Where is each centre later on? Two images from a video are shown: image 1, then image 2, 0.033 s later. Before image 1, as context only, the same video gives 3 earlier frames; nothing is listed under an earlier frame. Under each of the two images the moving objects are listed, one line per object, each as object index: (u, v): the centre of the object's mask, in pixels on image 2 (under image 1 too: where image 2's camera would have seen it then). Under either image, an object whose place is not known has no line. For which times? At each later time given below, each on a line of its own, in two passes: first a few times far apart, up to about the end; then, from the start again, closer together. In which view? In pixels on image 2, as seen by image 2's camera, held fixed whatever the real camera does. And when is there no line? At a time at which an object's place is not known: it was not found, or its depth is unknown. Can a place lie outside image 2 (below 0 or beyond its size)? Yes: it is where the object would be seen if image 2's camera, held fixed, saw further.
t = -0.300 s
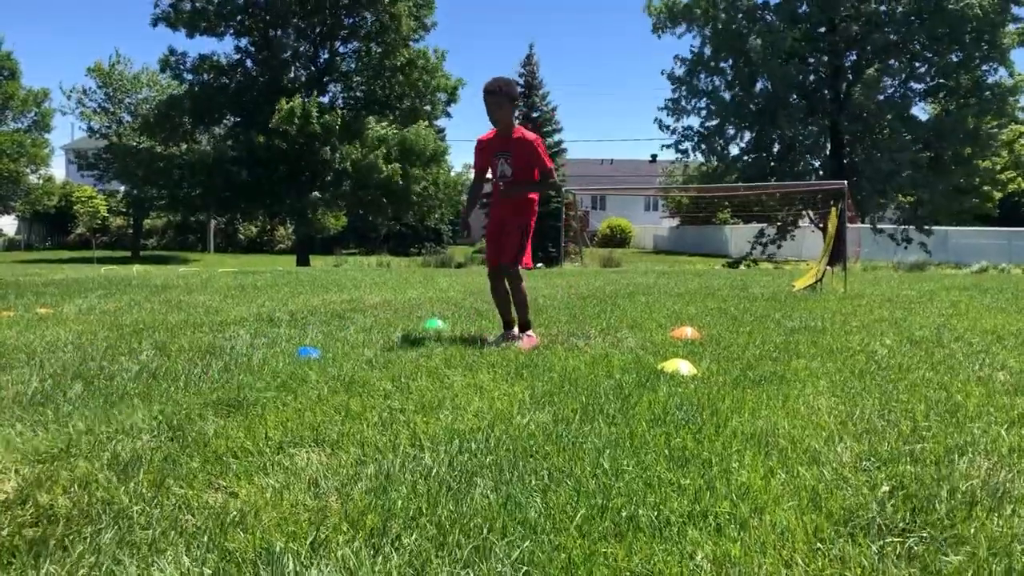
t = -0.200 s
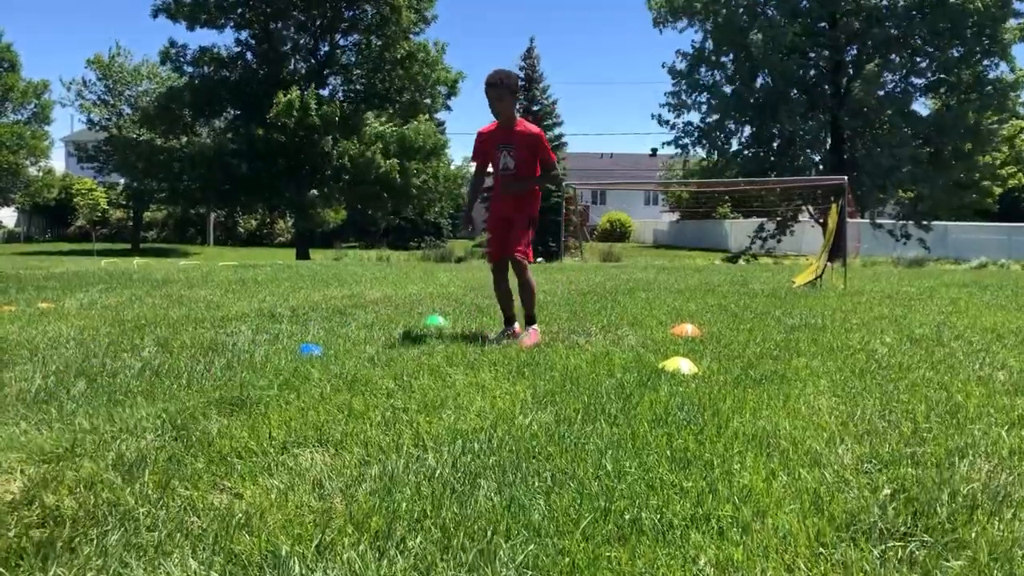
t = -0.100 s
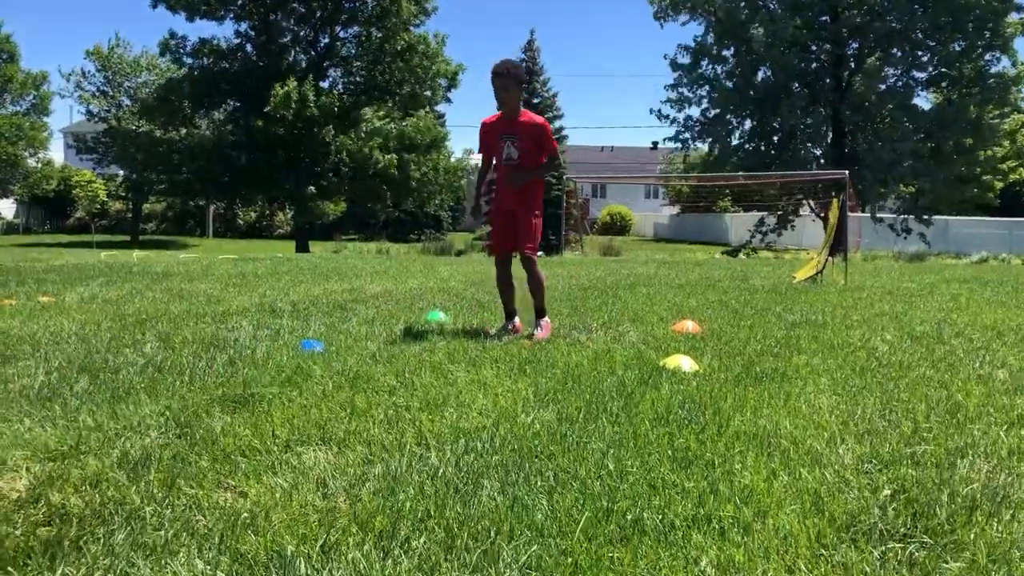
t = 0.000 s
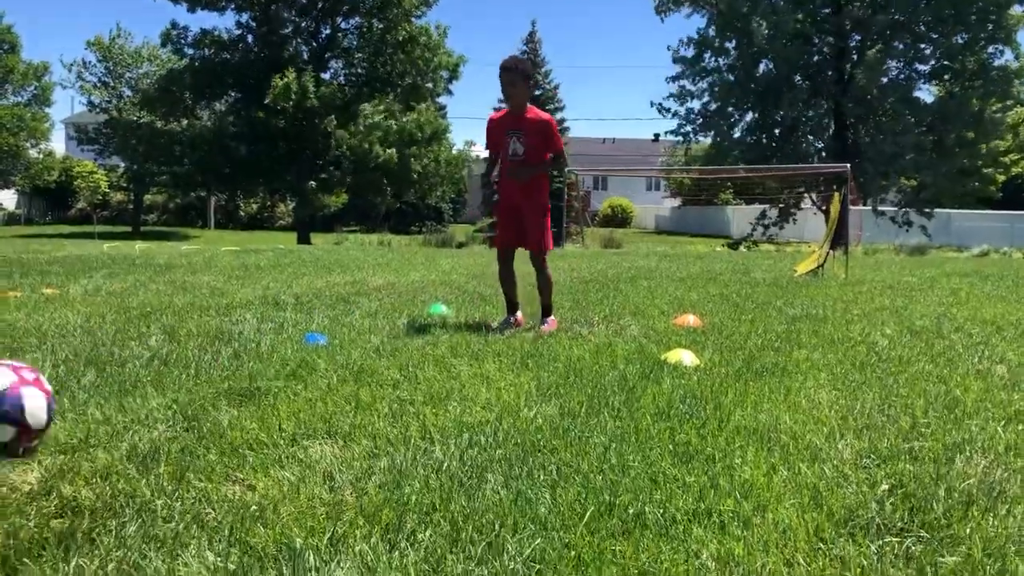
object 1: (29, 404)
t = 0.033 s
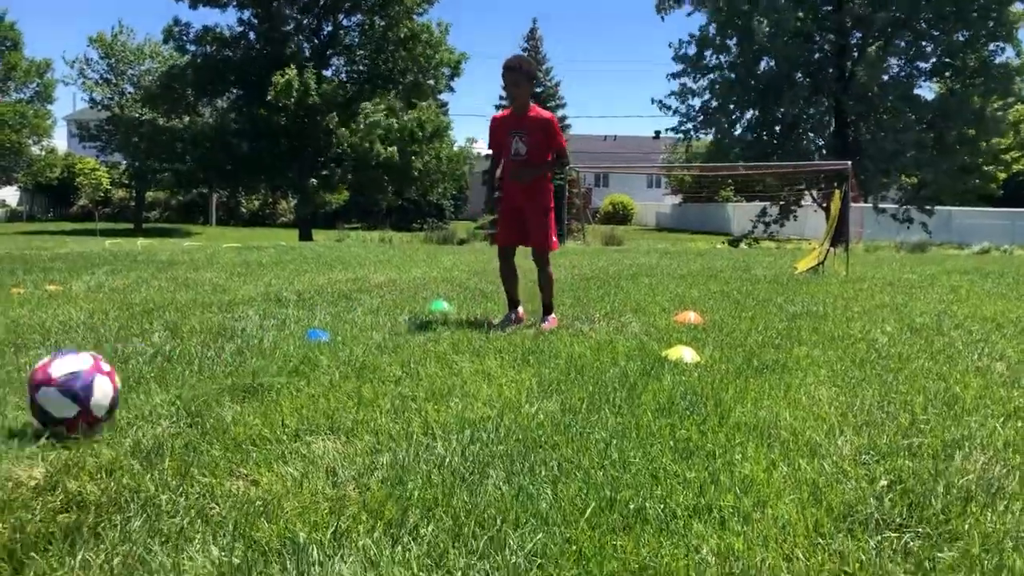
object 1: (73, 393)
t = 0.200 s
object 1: (276, 357)
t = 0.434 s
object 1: (405, 338)
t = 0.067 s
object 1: (129, 386)
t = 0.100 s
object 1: (177, 378)
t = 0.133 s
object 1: (219, 372)
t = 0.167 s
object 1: (250, 366)
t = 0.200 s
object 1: (276, 357)
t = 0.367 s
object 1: (376, 344)
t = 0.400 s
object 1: (391, 339)
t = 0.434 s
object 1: (405, 338)
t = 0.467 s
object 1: (419, 333)
